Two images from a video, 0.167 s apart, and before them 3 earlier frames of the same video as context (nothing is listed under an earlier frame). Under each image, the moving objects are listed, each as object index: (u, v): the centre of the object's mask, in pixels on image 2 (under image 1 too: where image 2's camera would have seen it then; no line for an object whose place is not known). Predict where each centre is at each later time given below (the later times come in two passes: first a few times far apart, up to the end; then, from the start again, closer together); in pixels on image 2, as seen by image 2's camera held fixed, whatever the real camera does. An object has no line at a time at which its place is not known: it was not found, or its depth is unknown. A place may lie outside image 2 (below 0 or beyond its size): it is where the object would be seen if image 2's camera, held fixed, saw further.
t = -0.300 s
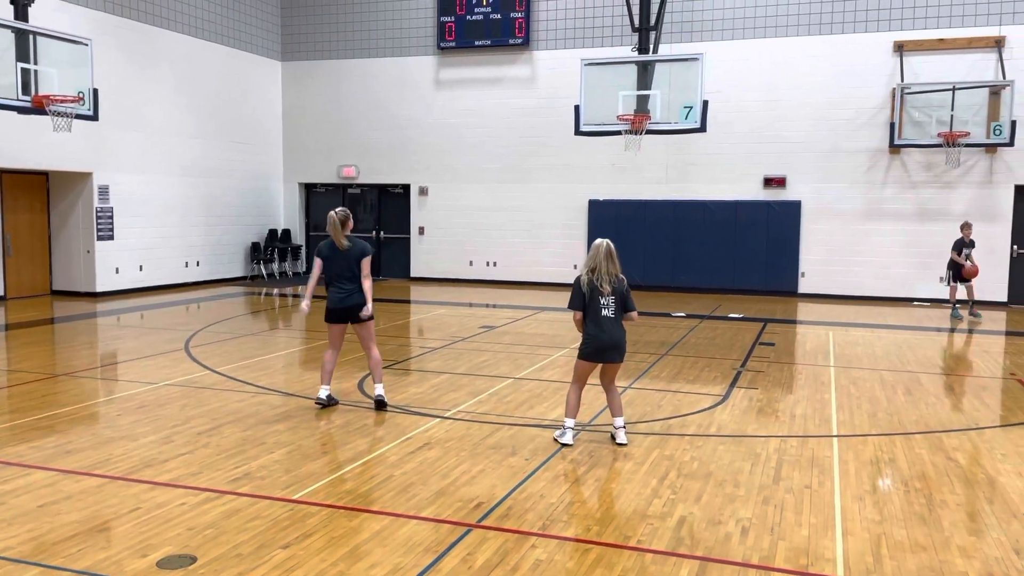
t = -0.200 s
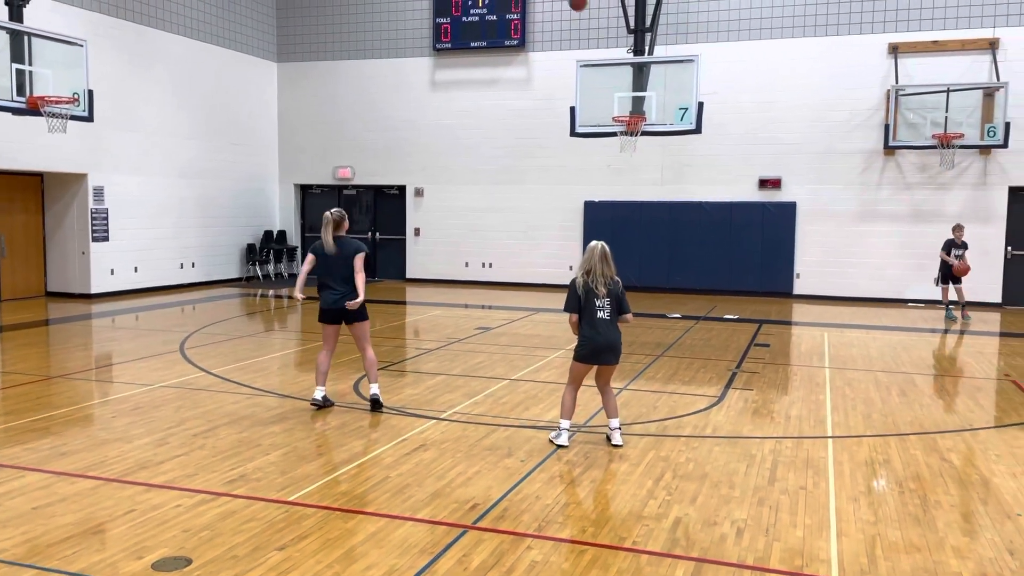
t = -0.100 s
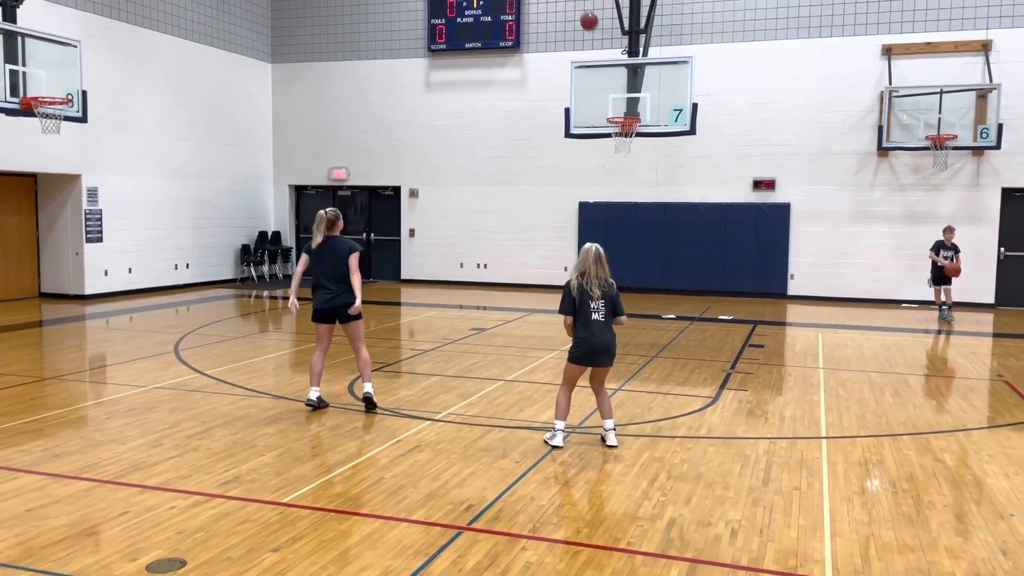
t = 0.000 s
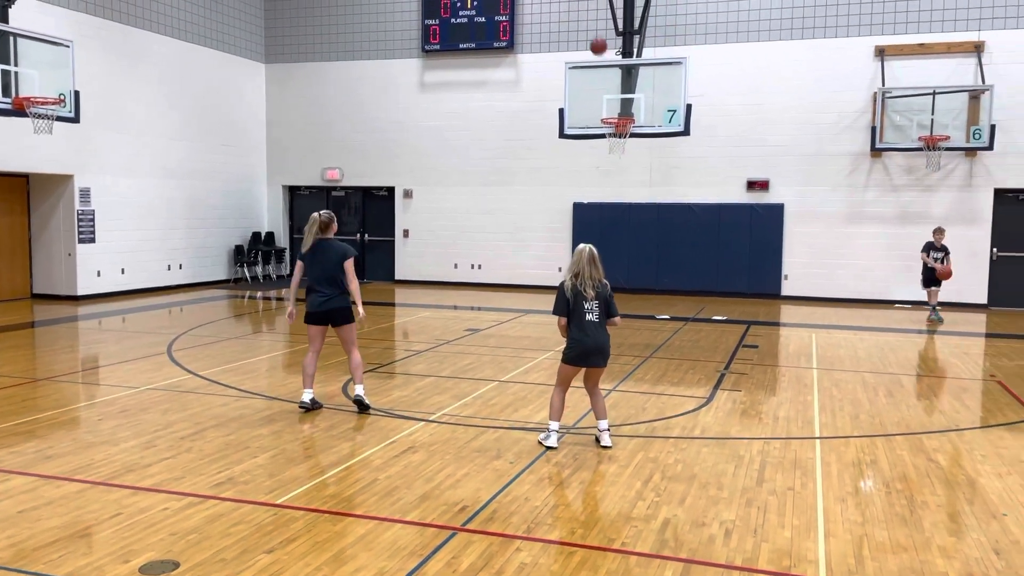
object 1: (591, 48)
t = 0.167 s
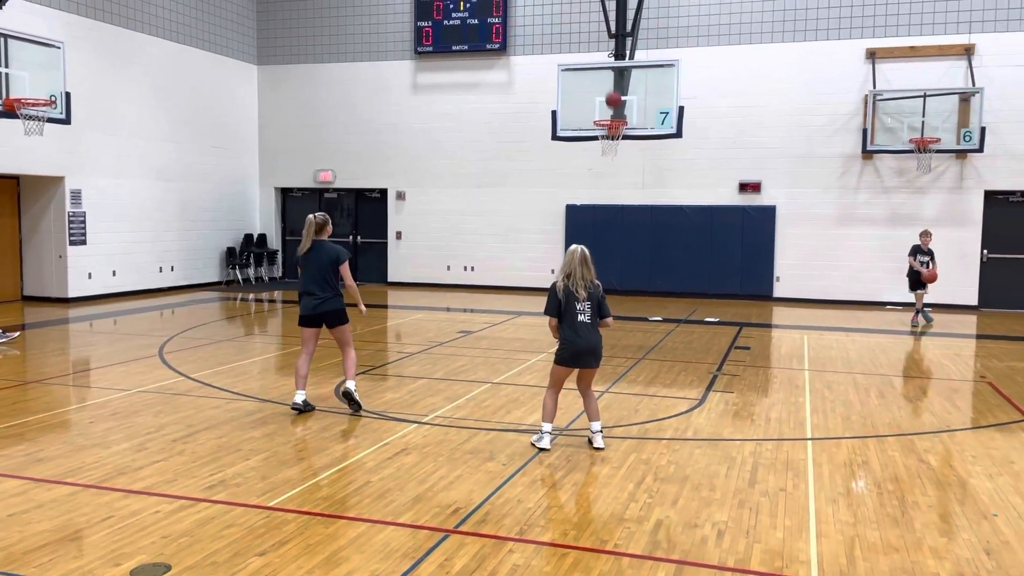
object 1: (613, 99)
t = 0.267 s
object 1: (605, 112)
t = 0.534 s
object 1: (519, 106)
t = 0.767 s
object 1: (441, 142)
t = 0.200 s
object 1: (618, 110)
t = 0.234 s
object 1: (616, 115)
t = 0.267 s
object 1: (605, 112)
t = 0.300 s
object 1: (594, 109)
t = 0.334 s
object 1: (583, 107)
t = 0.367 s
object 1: (573, 105)
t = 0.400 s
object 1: (562, 103)
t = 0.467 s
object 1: (540, 103)
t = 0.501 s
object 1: (529, 105)
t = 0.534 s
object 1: (519, 106)
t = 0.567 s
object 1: (507, 109)
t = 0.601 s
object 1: (497, 112)
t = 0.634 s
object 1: (486, 117)
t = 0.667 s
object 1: (475, 122)
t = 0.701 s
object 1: (463, 128)
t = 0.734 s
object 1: (453, 134)
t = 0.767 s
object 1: (441, 142)
